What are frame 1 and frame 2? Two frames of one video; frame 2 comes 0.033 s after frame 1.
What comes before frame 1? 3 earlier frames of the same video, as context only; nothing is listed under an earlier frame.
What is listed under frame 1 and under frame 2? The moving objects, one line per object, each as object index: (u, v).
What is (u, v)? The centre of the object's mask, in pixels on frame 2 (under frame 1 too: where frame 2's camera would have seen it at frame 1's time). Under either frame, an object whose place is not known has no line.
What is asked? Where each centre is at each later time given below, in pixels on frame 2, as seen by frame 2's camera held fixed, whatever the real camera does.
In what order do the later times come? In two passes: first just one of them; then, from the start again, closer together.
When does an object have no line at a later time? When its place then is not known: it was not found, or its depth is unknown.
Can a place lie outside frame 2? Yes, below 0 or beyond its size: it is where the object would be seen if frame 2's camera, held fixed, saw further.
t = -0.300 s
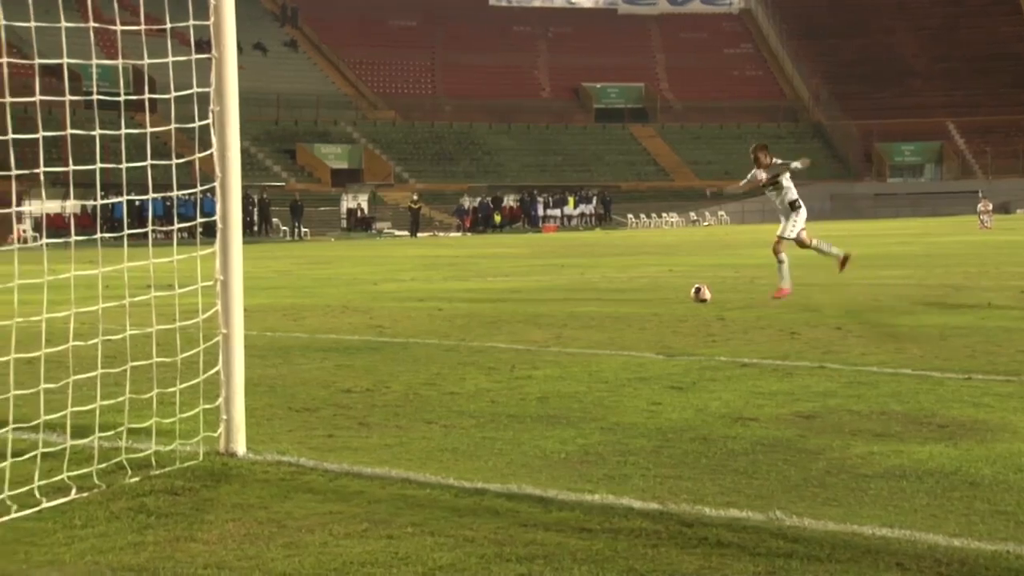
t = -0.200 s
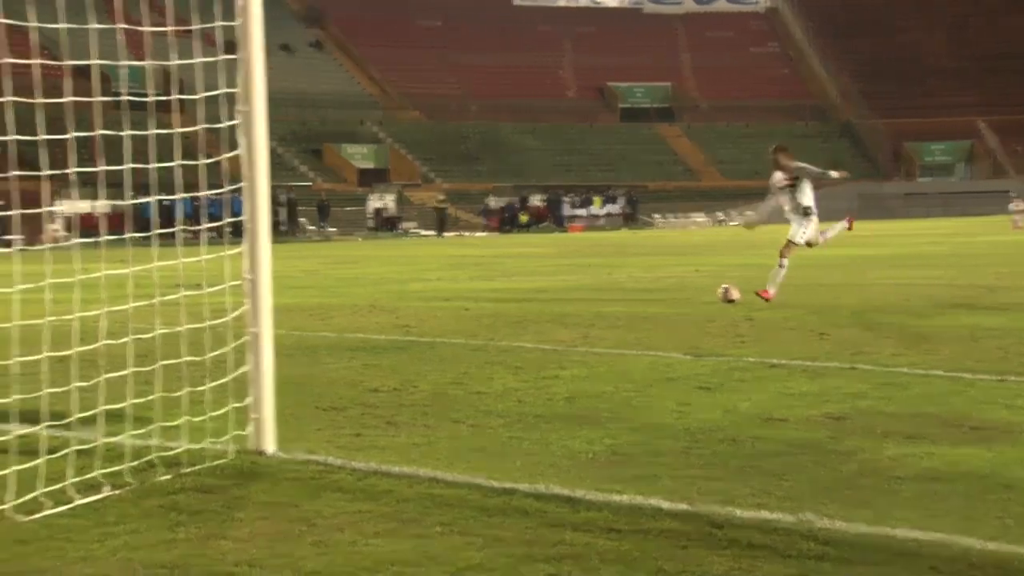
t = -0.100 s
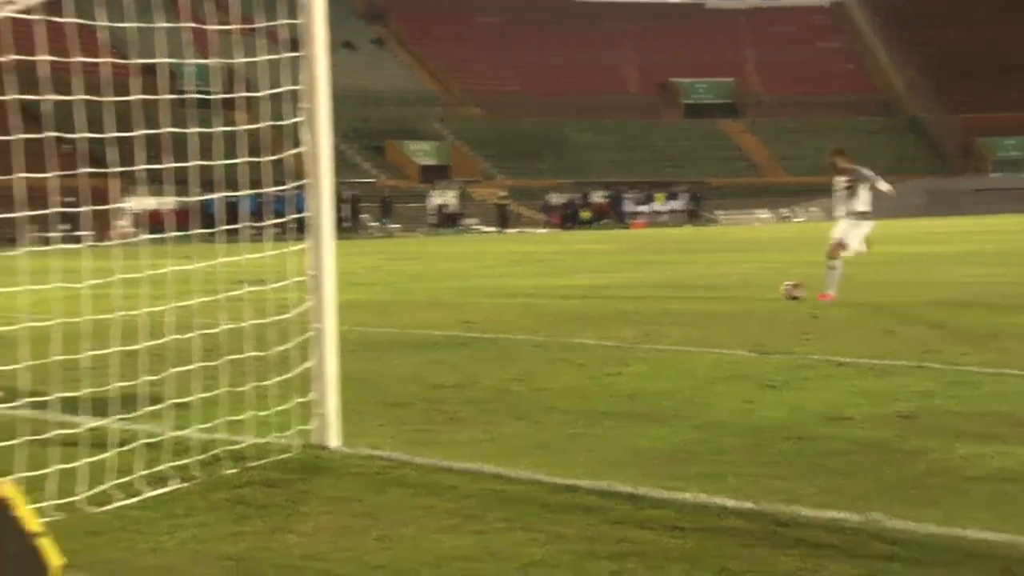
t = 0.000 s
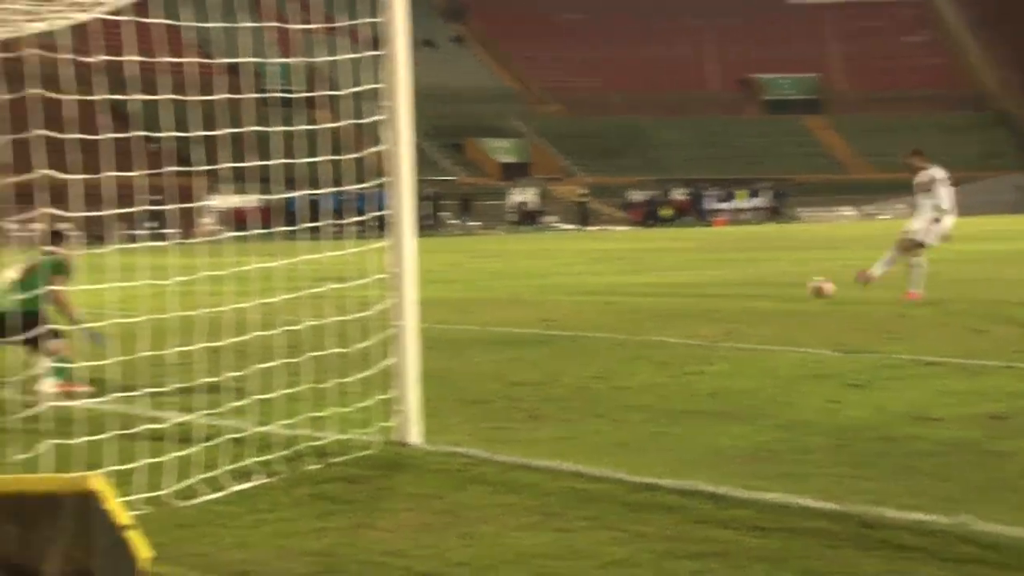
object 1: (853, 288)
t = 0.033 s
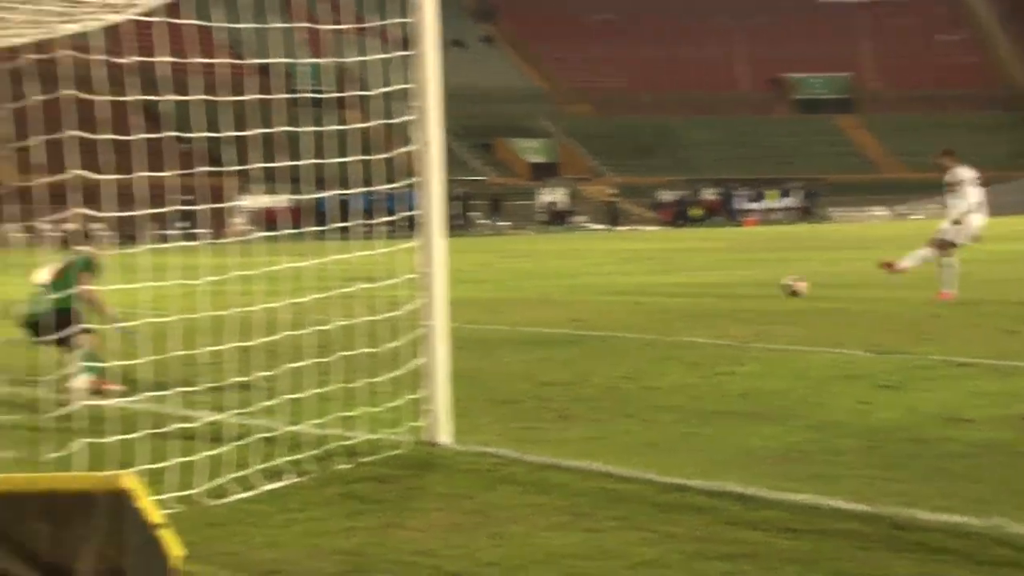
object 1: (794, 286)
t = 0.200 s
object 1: (473, 308)
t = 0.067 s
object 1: (735, 287)
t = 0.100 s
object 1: (675, 289)
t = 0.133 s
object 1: (609, 293)
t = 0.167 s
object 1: (543, 299)
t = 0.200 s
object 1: (473, 308)
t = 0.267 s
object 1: (331, 318)
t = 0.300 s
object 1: (258, 317)
